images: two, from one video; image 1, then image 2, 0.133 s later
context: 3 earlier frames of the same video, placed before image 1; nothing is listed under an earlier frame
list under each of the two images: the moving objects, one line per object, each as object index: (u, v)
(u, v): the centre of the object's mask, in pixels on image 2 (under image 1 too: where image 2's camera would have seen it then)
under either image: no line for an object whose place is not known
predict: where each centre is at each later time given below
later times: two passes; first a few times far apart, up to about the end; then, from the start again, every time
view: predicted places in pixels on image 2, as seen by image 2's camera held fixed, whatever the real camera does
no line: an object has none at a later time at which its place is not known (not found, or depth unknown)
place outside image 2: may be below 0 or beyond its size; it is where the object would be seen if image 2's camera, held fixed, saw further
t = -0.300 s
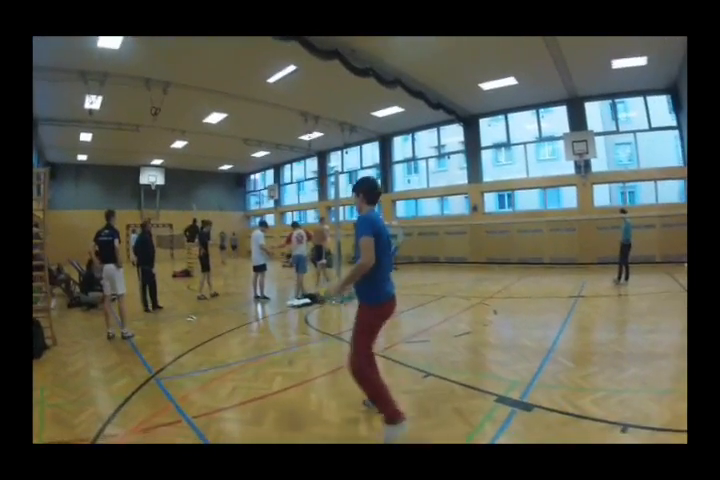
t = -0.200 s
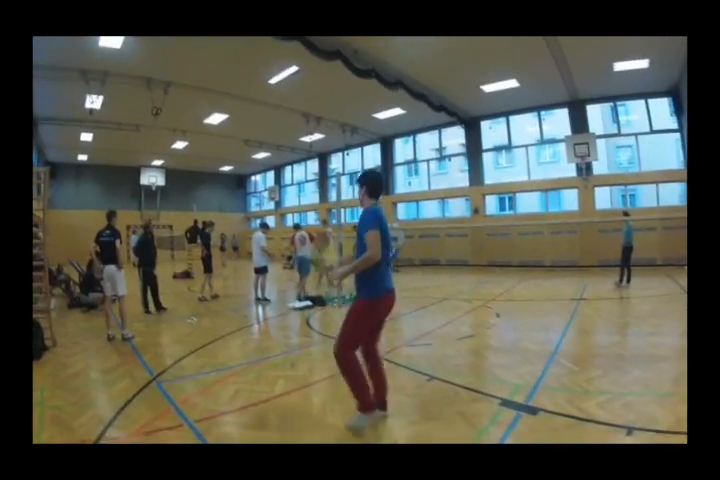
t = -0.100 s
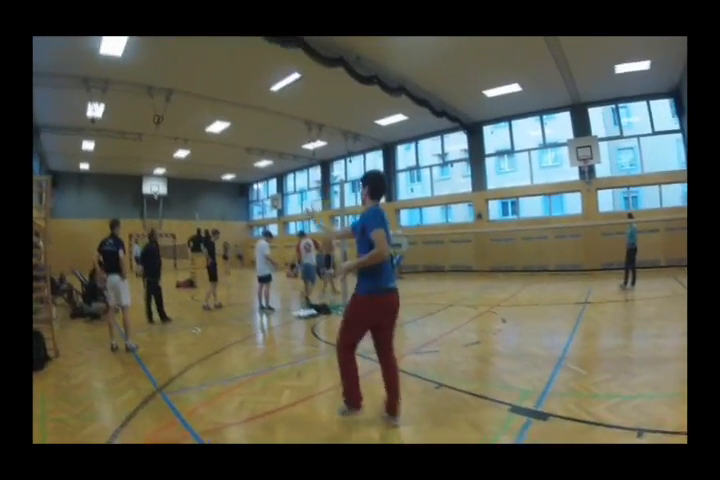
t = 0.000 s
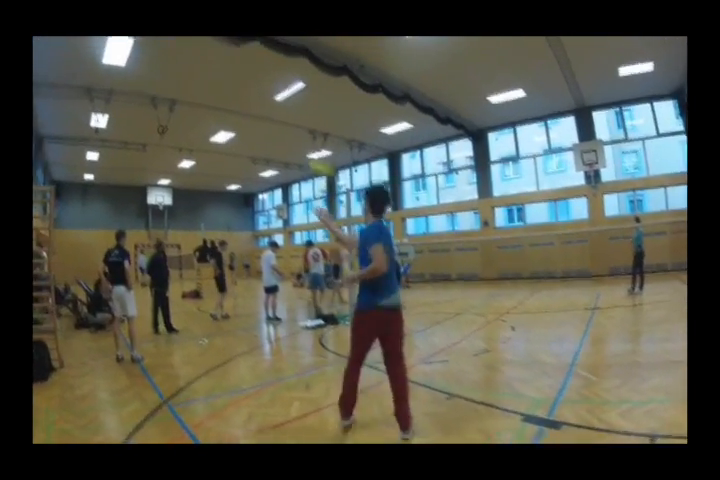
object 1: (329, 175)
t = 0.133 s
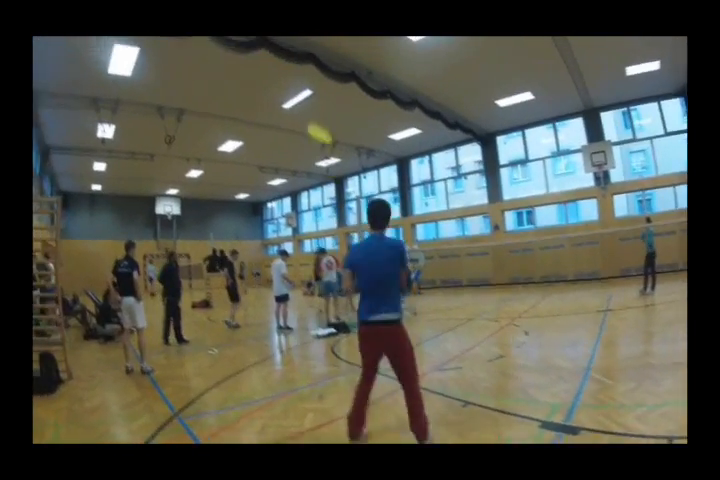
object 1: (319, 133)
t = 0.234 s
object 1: (312, 113)
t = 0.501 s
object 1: (296, 112)
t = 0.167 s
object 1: (317, 126)
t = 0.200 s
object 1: (314, 118)
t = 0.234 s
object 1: (312, 113)
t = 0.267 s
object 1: (309, 109)
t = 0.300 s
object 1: (308, 107)
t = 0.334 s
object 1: (305, 103)
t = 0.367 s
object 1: (304, 104)
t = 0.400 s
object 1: (301, 105)
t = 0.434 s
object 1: (299, 105)
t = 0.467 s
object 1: (298, 108)
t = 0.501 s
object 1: (296, 112)
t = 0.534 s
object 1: (294, 115)
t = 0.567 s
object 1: (292, 120)
